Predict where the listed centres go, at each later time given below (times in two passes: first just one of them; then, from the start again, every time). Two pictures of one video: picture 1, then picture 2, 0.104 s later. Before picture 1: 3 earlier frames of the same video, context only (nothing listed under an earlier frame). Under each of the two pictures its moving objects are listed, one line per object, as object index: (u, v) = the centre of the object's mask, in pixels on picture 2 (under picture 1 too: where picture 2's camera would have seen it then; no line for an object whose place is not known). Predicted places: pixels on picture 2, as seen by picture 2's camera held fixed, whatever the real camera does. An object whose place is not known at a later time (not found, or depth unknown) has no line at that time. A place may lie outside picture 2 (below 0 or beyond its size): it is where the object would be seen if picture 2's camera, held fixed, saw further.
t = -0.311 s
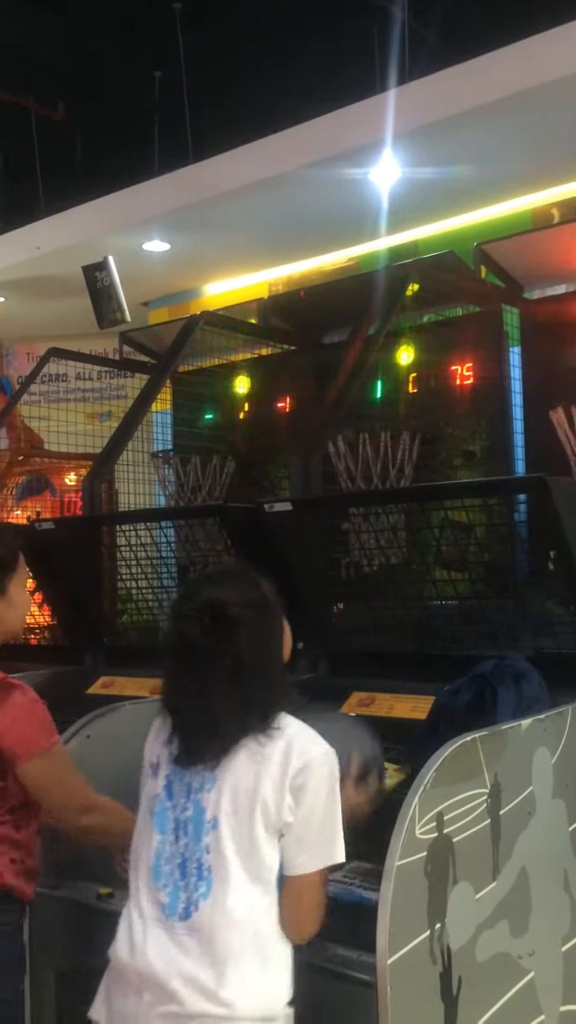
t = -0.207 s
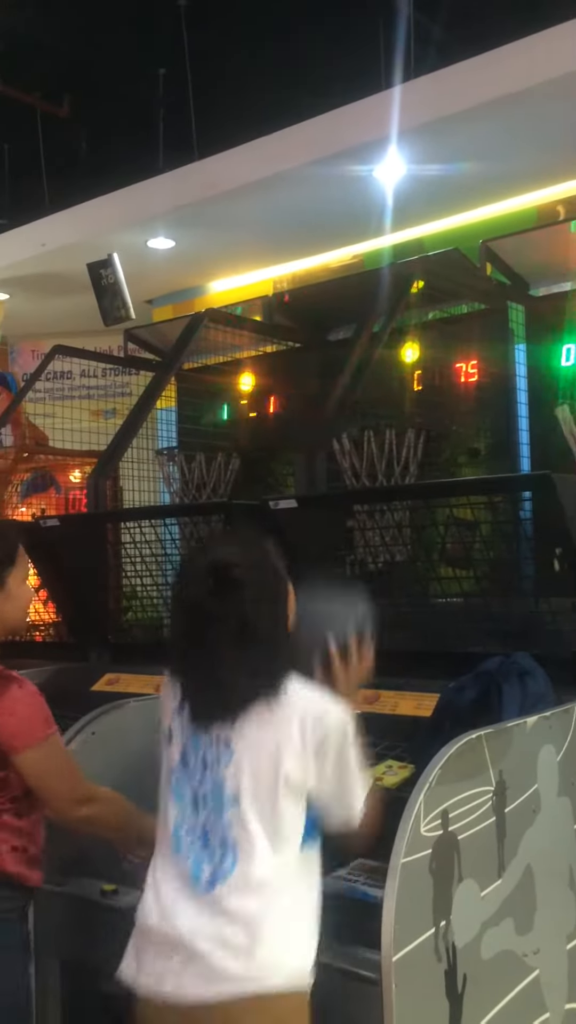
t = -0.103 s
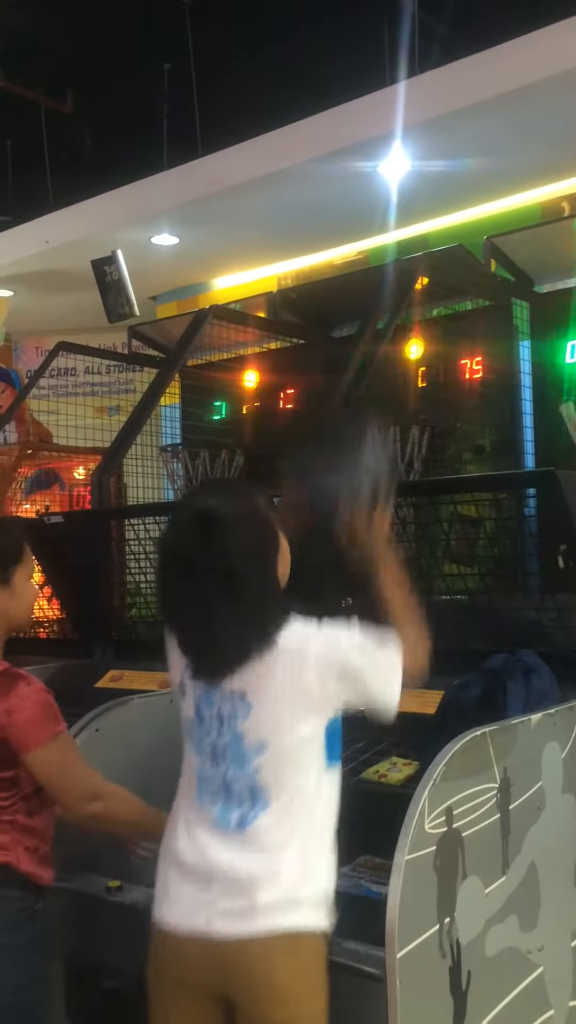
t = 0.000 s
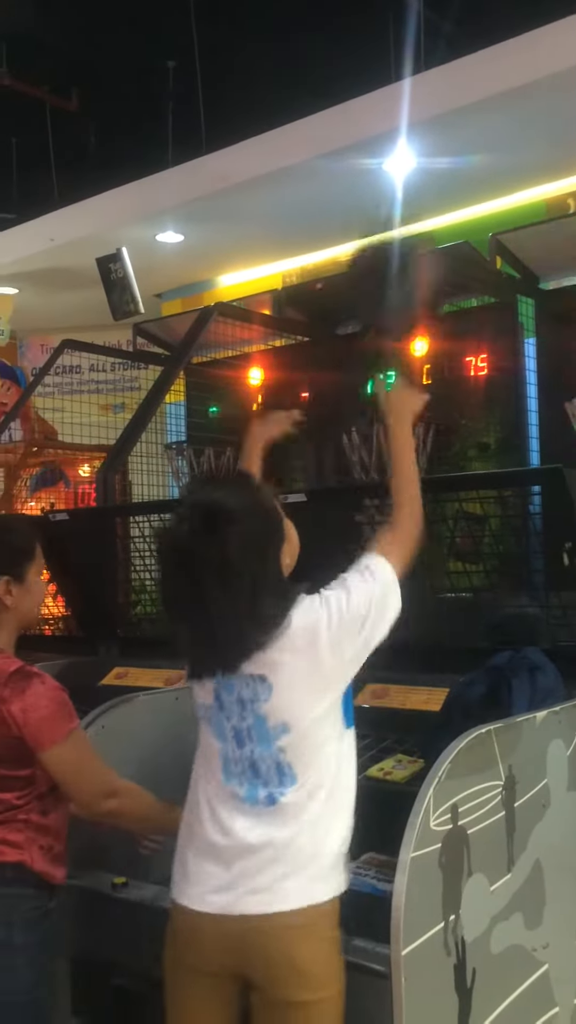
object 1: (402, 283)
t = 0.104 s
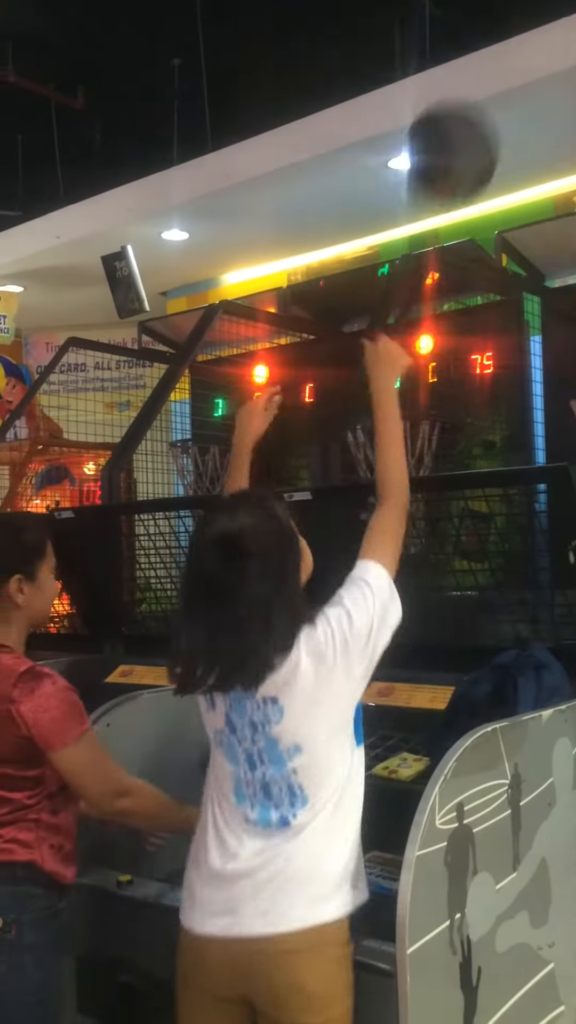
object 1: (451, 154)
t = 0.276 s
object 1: (517, 71)
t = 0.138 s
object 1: (463, 127)
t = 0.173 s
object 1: (479, 104)
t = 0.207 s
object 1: (491, 88)
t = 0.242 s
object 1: (505, 77)
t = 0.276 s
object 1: (517, 71)
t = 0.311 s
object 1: (527, 68)
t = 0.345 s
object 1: (534, 71)
